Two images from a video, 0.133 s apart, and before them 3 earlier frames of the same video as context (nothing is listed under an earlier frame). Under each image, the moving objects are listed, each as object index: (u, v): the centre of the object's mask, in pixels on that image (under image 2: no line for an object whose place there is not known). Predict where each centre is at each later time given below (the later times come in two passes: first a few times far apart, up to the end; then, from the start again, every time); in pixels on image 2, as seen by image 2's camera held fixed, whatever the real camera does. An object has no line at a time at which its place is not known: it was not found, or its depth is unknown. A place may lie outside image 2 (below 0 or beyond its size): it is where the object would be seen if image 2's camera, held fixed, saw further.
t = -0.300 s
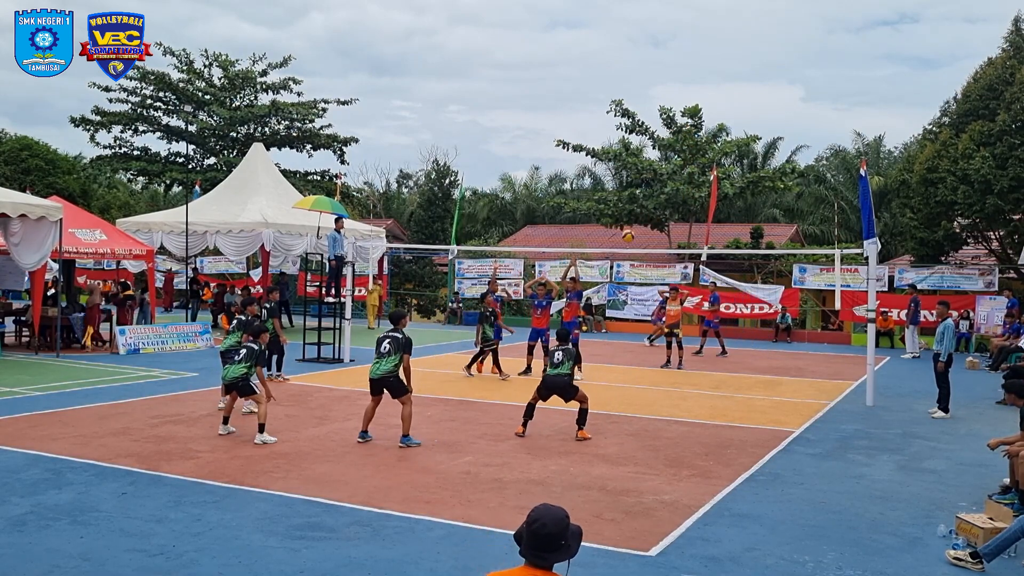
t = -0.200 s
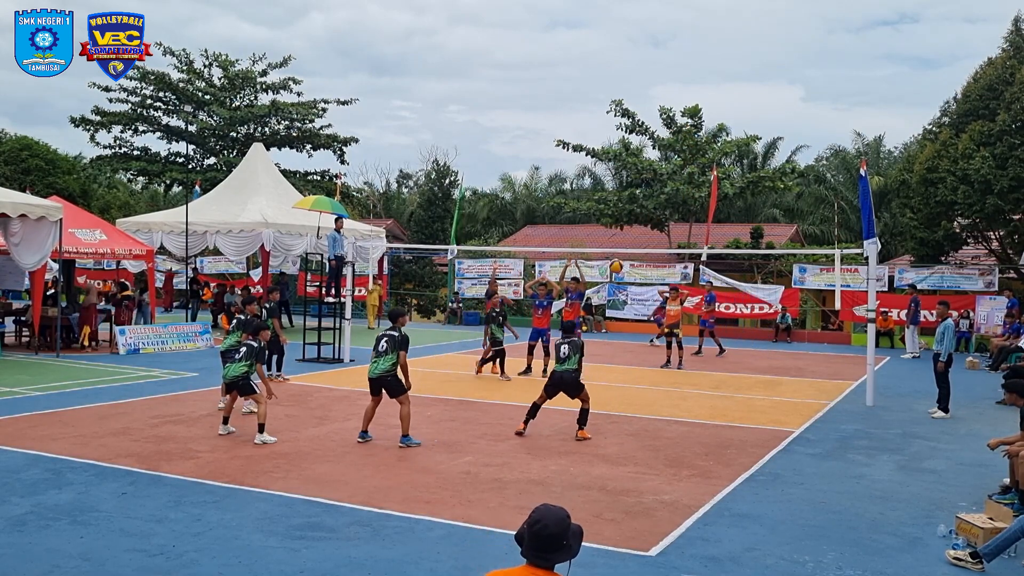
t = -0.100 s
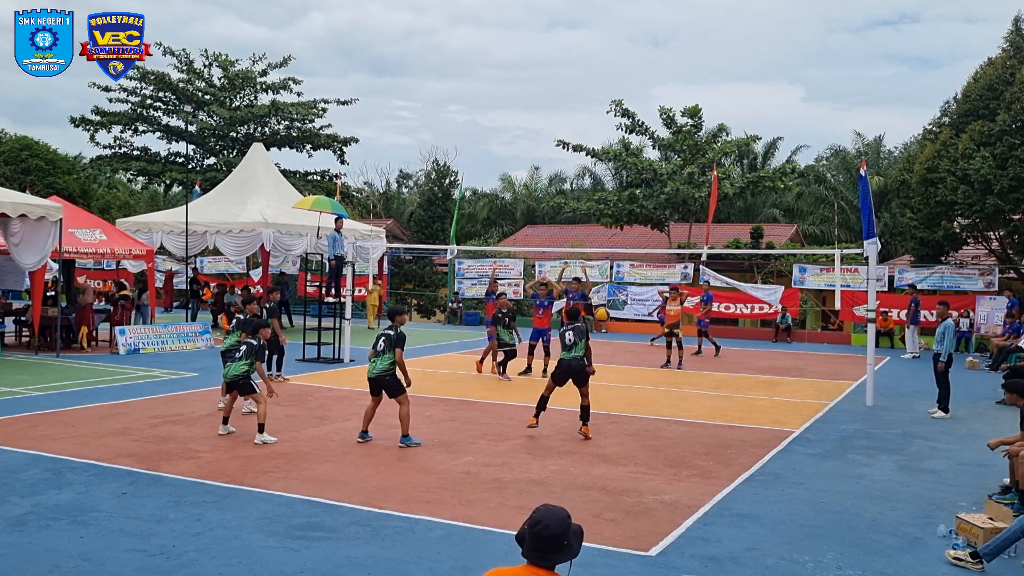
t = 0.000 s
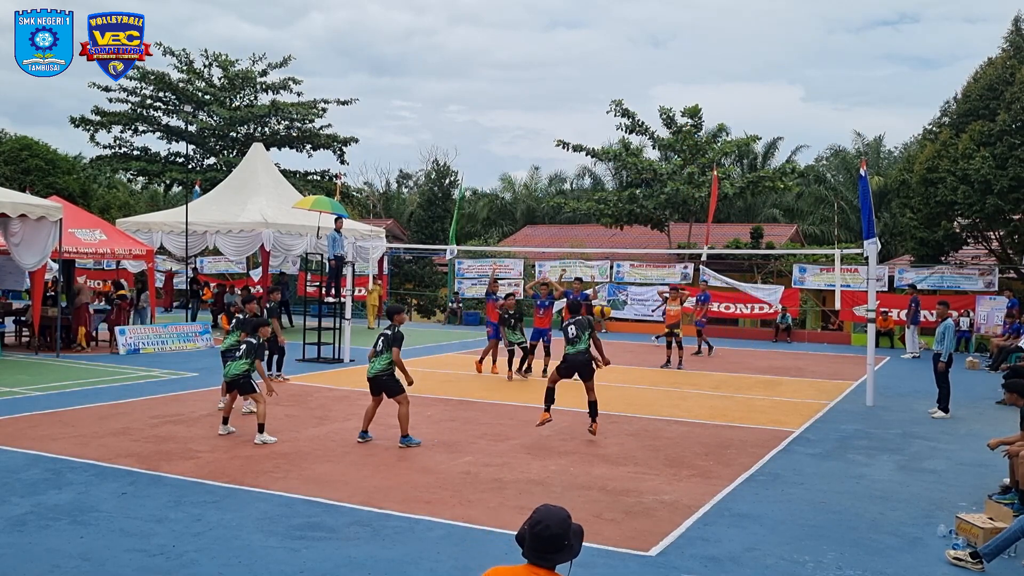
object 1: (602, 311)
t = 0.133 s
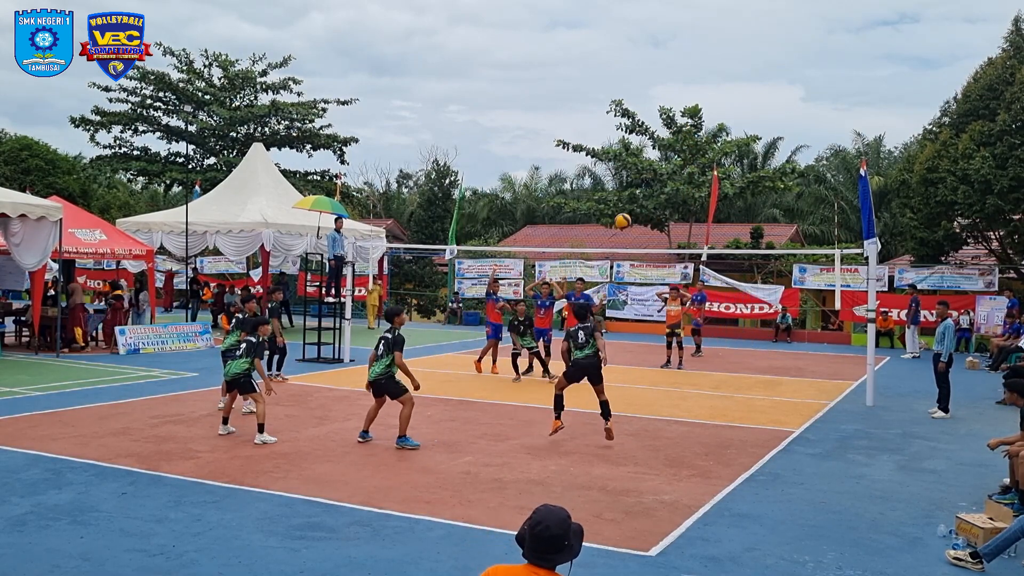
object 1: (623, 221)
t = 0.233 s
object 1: (636, 167)
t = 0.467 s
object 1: (661, 78)
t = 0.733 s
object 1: (682, 31)
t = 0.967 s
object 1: (696, 30)
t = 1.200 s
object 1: (709, 62)
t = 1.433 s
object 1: (719, 123)
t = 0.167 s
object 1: (627, 202)
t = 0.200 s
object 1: (632, 184)
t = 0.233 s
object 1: (636, 167)
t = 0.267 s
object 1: (640, 151)
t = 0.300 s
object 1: (644, 136)
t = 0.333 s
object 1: (647, 123)
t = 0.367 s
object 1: (651, 110)
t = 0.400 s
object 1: (655, 98)
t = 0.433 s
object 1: (658, 88)
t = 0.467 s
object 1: (661, 78)
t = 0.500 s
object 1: (664, 69)
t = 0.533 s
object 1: (667, 61)
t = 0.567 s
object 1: (670, 54)
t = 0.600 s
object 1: (672, 48)
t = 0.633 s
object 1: (675, 42)
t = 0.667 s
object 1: (677, 38)
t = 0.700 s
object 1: (680, 34)
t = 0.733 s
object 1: (682, 31)
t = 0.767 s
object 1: (684, 29)
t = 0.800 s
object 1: (687, 27)
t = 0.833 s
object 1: (689, 27)
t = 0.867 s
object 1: (691, 26)
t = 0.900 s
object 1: (693, 27)
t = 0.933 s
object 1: (694, 28)
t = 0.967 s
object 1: (696, 30)
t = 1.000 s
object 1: (698, 33)
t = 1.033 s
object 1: (700, 36)
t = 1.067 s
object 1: (702, 40)
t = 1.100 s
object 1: (704, 45)
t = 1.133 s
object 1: (705, 50)
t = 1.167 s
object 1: (707, 56)
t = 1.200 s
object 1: (709, 62)
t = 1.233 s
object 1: (710, 69)
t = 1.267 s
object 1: (712, 77)
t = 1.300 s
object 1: (713, 85)
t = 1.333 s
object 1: (715, 93)
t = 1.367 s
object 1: (716, 102)
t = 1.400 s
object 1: (718, 112)
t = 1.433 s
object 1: (719, 123)
